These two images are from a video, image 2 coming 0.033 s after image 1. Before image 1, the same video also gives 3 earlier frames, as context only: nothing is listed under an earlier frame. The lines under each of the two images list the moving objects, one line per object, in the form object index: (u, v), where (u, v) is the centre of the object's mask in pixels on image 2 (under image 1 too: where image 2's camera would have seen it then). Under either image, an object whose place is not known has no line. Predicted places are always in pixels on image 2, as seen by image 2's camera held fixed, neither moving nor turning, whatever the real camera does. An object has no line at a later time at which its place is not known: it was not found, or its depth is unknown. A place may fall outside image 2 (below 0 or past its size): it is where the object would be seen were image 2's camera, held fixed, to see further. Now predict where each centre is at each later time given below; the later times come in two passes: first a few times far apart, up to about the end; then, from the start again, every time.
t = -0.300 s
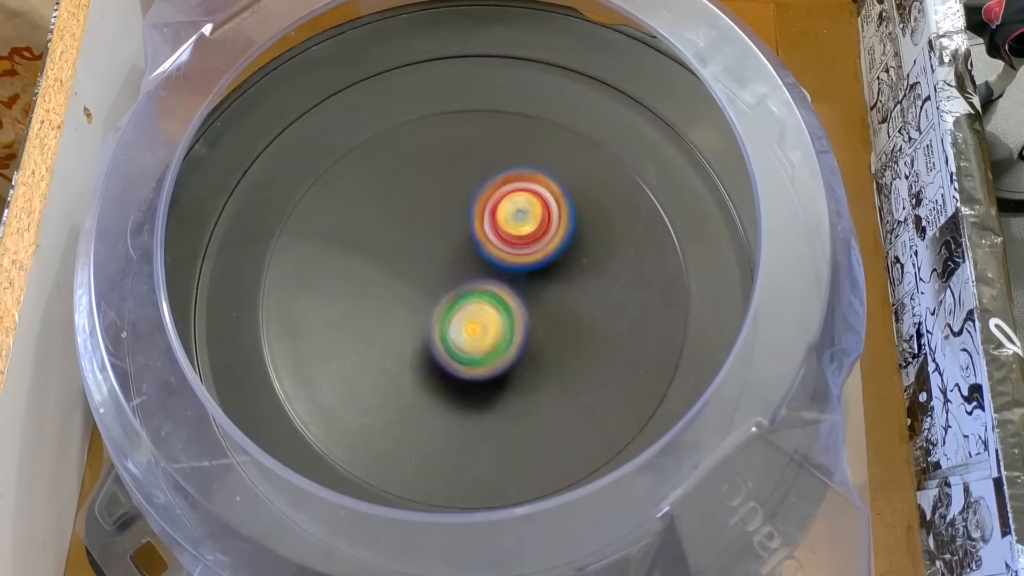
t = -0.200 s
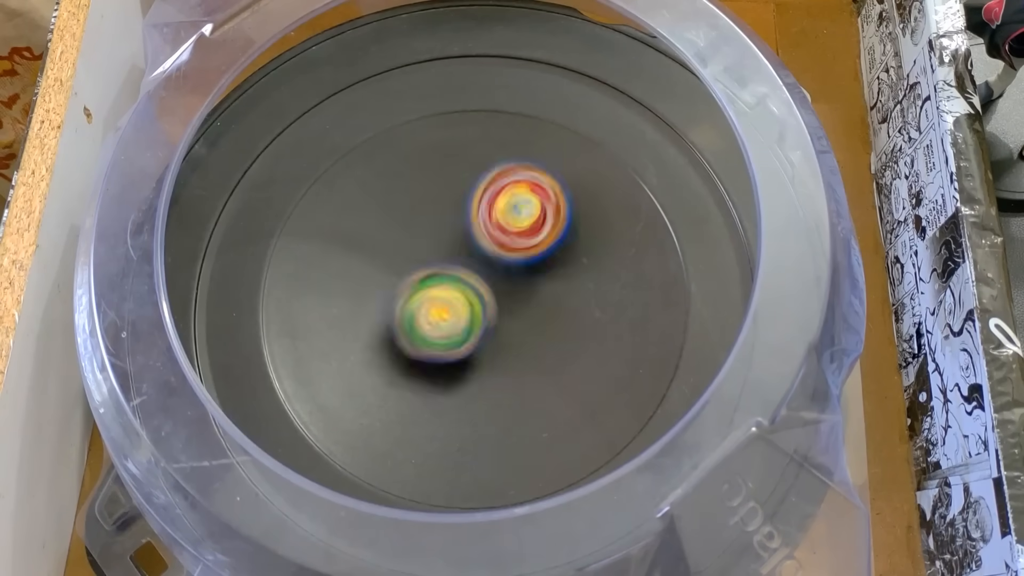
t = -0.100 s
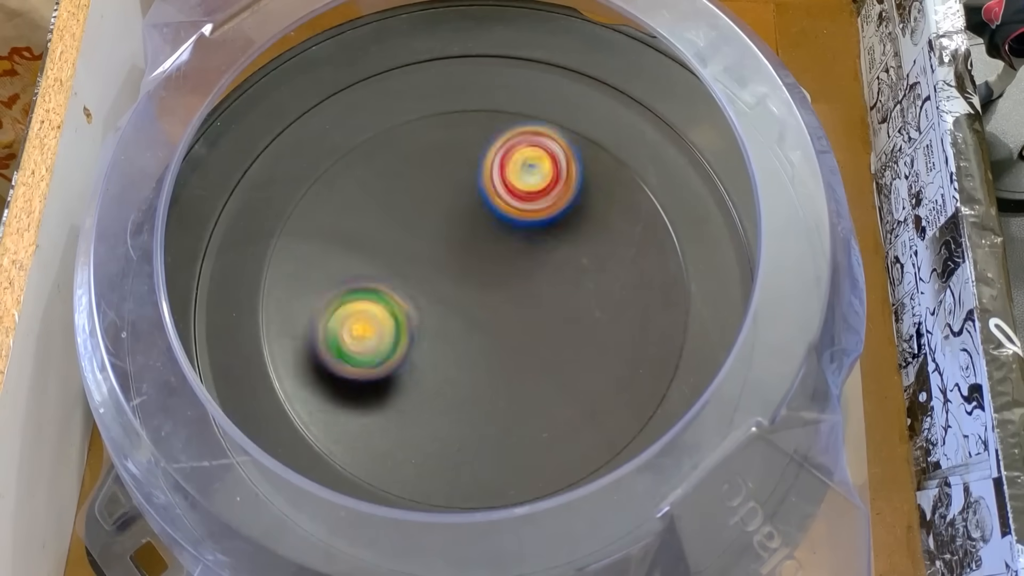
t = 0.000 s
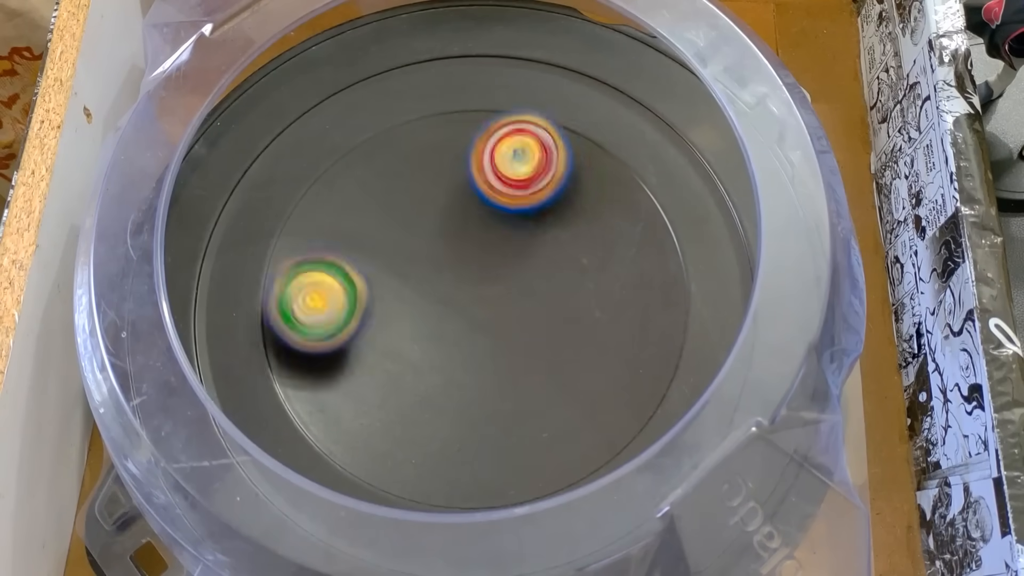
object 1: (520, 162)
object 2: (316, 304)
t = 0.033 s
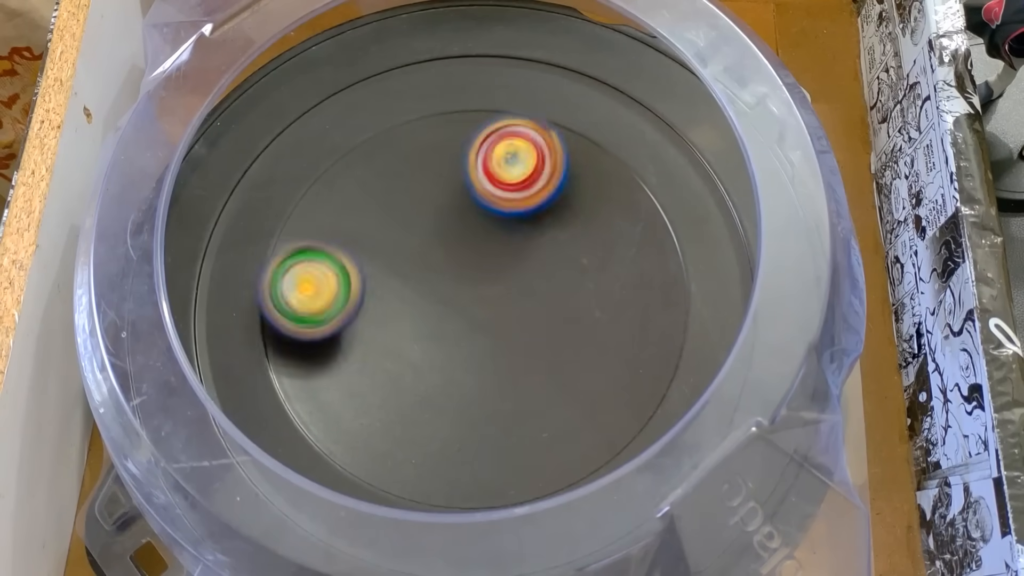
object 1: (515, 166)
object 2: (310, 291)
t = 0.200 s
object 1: (485, 226)
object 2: (321, 255)
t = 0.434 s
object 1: (486, 329)
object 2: (379, 248)
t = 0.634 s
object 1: (517, 389)
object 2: (431, 252)
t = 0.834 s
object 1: (540, 386)
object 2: (511, 273)
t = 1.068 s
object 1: (481, 369)
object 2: (554, 257)
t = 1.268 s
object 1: (417, 344)
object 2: (545, 266)
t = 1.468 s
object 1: (367, 317)
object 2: (521, 280)
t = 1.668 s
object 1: (365, 291)
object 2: (489, 301)
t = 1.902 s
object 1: (395, 265)
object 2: (492, 315)
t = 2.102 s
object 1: (390, 200)
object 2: (548, 375)
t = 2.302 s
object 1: (409, 178)
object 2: (543, 379)
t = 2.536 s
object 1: (469, 224)
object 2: (513, 351)
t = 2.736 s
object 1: (511, 254)
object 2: (453, 334)
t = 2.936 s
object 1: (531, 304)
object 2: (412, 306)
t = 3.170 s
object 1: (515, 355)
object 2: (409, 291)
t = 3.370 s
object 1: (471, 374)
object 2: (418, 284)
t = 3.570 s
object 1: (441, 373)
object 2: (429, 266)
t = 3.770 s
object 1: (432, 343)
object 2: (452, 231)
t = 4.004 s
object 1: (430, 315)
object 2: (469, 210)
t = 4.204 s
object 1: (431, 305)
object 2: (483, 211)
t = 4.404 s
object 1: (446, 307)
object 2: (503, 218)
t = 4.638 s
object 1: (434, 360)
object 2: (560, 199)
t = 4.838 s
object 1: (466, 338)
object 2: (562, 224)
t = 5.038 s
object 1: (460, 317)
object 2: (569, 238)
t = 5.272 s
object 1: (447, 294)
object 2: (557, 271)
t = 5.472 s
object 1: (425, 279)
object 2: (553, 297)
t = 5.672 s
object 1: (439, 285)
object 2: (541, 314)
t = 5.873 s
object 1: (421, 263)
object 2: (584, 354)
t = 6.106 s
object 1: (444, 257)
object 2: (550, 372)
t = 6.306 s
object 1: (457, 258)
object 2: (484, 365)
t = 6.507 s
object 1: (455, 235)
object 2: (449, 365)
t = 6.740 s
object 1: (469, 259)
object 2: (425, 344)
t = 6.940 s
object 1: (485, 275)
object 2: (408, 335)
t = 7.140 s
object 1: (496, 294)
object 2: (400, 320)
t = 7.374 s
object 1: (504, 312)
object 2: (402, 286)
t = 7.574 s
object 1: (493, 317)
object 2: (434, 251)
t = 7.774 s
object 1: (493, 316)
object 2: (451, 238)
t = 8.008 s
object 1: (494, 317)
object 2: (451, 240)
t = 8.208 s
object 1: (495, 317)
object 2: (446, 238)
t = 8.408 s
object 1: (495, 317)
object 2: (446, 238)
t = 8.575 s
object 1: (495, 317)
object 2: (446, 238)
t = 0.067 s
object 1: (509, 171)
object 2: (308, 279)
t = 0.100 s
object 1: (501, 182)
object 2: (309, 270)
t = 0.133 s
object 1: (496, 196)
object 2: (311, 264)
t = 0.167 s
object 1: (492, 210)
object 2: (314, 259)
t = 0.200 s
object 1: (485, 226)
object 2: (321, 255)
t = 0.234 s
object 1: (481, 243)
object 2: (326, 252)
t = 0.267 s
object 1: (479, 260)
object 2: (334, 249)
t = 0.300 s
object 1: (479, 275)
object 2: (344, 249)
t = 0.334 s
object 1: (479, 290)
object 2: (353, 248)
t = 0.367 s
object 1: (481, 305)
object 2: (362, 247)
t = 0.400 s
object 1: (484, 318)
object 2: (371, 248)
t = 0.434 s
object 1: (486, 329)
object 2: (379, 248)
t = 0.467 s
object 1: (489, 342)
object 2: (387, 248)
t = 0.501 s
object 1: (495, 354)
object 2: (394, 249)
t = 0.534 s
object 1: (500, 361)
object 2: (401, 249)
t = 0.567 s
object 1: (504, 370)
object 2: (409, 249)
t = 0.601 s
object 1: (510, 381)
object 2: (419, 251)
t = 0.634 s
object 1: (517, 389)
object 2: (431, 252)
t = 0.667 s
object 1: (523, 392)
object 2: (445, 254)
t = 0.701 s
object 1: (528, 398)
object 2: (459, 258)
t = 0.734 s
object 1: (535, 401)
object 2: (474, 261)
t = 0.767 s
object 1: (540, 398)
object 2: (487, 264)
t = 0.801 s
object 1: (540, 392)
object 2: (499, 269)
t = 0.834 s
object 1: (540, 386)
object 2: (511, 273)
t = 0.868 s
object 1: (538, 377)
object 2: (522, 276)
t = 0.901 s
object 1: (530, 378)
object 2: (531, 267)
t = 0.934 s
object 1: (521, 380)
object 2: (539, 261)
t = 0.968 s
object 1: (514, 377)
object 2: (546, 258)
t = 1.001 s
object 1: (501, 374)
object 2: (550, 257)
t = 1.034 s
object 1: (490, 375)
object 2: (553, 257)
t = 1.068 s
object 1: (481, 369)
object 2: (554, 257)
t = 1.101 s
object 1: (468, 364)
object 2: (555, 258)
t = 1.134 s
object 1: (456, 363)
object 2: (555, 260)
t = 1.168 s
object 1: (448, 358)
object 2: (553, 261)
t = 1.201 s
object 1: (435, 352)
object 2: (551, 263)
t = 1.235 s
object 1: (423, 350)
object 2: (548, 265)
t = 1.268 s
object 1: (417, 344)
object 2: (545, 266)
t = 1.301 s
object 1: (404, 339)
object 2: (541, 268)
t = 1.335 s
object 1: (394, 337)
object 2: (537, 270)
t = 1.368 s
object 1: (388, 330)
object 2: (534, 272)
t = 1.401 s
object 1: (377, 326)
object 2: (529, 275)
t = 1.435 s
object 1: (371, 323)
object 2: (526, 277)
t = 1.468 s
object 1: (367, 317)
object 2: (521, 280)
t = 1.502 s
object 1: (361, 314)
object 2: (515, 283)
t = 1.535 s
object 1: (362, 311)
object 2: (507, 286)
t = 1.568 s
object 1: (363, 305)
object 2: (499, 291)
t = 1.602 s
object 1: (364, 302)
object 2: (491, 295)
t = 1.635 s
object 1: (371, 298)
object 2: (483, 299)
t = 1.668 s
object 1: (365, 291)
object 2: (489, 301)
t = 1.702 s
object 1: (364, 289)
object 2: (494, 302)
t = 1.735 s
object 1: (367, 284)
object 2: (498, 303)
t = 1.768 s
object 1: (367, 278)
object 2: (497, 304)
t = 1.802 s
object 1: (372, 276)
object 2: (495, 308)
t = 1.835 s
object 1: (379, 271)
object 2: (494, 310)
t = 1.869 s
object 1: (384, 267)
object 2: (494, 313)
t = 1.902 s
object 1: (395, 265)
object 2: (492, 315)
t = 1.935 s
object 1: (403, 259)
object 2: (492, 318)
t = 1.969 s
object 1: (396, 242)
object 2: (512, 332)
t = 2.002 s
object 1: (394, 228)
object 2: (528, 346)
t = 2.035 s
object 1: (390, 218)
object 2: (539, 357)
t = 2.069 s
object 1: (391, 210)
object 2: (545, 369)
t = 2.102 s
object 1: (390, 200)
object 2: (548, 375)
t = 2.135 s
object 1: (391, 195)
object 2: (551, 381)
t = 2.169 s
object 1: (394, 187)
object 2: (552, 382)
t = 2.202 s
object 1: (394, 183)
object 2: (551, 382)
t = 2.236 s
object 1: (399, 178)
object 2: (548, 382)
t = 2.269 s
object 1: (402, 176)
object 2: (547, 381)
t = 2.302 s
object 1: (409, 178)
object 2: (543, 379)
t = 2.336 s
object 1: (416, 178)
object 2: (542, 377)
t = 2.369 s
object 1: (424, 184)
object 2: (538, 375)
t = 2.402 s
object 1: (433, 189)
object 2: (536, 371)
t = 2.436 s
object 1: (442, 197)
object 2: (531, 369)
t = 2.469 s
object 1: (452, 205)
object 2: (527, 364)
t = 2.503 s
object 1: (459, 213)
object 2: (521, 360)
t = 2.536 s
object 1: (469, 224)
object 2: (513, 351)
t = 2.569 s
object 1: (476, 233)
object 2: (504, 339)
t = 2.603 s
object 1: (484, 240)
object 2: (494, 331)
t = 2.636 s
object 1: (493, 237)
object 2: (484, 336)
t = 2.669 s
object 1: (498, 241)
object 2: (473, 340)
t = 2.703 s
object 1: (506, 245)
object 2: (464, 339)
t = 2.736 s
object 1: (511, 254)
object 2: (453, 334)
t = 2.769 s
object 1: (518, 260)
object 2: (443, 329)
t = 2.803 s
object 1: (522, 270)
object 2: (435, 324)
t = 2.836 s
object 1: (526, 277)
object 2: (428, 320)
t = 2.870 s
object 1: (528, 287)
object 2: (420, 313)
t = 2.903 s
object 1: (531, 294)
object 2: (417, 311)
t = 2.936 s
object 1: (531, 304)
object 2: (412, 306)
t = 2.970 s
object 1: (532, 311)
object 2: (409, 305)
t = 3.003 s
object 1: (530, 320)
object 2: (409, 302)
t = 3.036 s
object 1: (530, 327)
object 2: (409, 300)
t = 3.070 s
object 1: (526, 336)
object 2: (408, 297)
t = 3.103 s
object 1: (525, 342)
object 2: (408, 296)
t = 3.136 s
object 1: (518, 350)
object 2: (408, 293)
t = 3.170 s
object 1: (515, 355)
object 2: (409, 291)
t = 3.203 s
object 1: (506, 361)
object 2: (409, 290)
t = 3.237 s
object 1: (502, 365)
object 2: (410, 289)
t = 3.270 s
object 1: (492, 369)
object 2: (412, 288)
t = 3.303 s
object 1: (486, 372)
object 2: (414, 287)
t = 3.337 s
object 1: (476, 373)
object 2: (416, 286)
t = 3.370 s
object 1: (471, 374)
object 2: (418, 284)
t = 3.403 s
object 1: (462, 378)
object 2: (416, 279)
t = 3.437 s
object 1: (460, 379)
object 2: (417, 278)
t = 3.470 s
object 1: (452, 380)
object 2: (421, 275)
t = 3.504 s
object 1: (449, 379)
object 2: (424, 272)
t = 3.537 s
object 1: (442, 377)
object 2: (428, 269)
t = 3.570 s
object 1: (441, 373)
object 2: (429, 266)
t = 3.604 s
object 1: (436, 367)
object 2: (432, 264)
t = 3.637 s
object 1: (435, 363)
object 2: (434, 257)
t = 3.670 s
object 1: (432, 362)
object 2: (440, 247)
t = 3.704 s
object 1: (433, 356)
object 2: (445, 240)
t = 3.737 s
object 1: (430, 351)
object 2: (450, 234)
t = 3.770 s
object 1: (432, 343)
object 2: (452, 231)
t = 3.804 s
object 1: (430, 336)
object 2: (456, 229)
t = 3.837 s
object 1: (431, 327)
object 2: (459, 225)
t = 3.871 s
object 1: (428, 329)
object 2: (463, 216)
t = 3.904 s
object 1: (427, 325)
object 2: (464, 211)
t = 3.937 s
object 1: (427, 325)
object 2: (465, 211)
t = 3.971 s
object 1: (428, 318)
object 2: (468, 210)
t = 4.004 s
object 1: (430, 315)
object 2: (469, 210)
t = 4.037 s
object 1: (430, 307)
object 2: (472, 211)
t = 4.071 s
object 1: (431, 307)
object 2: (476, 208)
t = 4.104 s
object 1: (428, 305)
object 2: (479, 206)
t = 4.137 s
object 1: (429, 306)
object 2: (480, 206)
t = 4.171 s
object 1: (428, 306)
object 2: (482, 208)
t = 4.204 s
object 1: (431, 305)
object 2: (483, 211)
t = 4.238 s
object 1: (433, 305)
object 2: (486, 214)
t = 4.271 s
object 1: (434, 304)
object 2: (491, 210)
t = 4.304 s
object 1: (436, 307)
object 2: (493, 210)
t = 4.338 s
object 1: (439, 306)
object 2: (496, 212)
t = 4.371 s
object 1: (444, 309)
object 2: (498, 215)
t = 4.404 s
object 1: (446, 307)
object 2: (503, 218)
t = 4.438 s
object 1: (441, 317)
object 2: (516, 204)
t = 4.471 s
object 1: (435, 330)
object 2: (531, 194)
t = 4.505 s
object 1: (431, 336)
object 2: (542, 190)
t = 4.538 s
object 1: (433, 342)
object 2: (549, 190)
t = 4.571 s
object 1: (431, 349)
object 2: (556, 192)
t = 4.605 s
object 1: (433, 352)
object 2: (557, 195)
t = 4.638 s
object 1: (434, 360)
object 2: (560, 199)
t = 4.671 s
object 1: (438, 359)
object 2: (560, 202)
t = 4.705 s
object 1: (445, 359)
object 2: (560, 207)
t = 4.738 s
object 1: (450, 356)
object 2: (562, 211)
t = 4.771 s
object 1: (457, 350)
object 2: (562, 216)
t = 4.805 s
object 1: (464, 346)
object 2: (563, 220)
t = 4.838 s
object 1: (466, 338)
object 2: (562, 224)
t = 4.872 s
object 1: (473, 330)
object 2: (563, 229)
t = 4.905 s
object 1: (476, 325)
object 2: (562, 236)
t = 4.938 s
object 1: (477, 318)
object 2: (558, 243)
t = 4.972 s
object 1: (470, 322)
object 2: (565, 238)
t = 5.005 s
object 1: (462, 322)
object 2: (570, 237)
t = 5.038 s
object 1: (460, 317)
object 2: (569, 238)
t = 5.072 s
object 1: (460, 319)
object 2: (566, 242)
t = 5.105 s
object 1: (456, 313)
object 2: (565, 248)
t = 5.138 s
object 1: (456, 309)
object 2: (563, 253)
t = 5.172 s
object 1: (454, 307)
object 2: (560, 259)
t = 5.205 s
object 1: (451, 301)
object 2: (559, 264)
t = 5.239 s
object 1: (452, 296)
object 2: (556, 268)
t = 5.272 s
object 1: (447, 294)
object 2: (557, 271)
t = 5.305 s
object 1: (445, 288)
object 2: (553, 276)
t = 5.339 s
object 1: (443, 286)
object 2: (556, 281)
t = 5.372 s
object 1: (434, 284)
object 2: (555, 285)
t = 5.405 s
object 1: (431, 280)
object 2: (554, 290)
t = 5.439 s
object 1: (430, 281)
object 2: (553, 293)
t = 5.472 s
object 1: (425, 279)
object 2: (553, 297)
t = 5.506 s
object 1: (424, 278)
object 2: (552, 299)
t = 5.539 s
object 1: (426, 280)
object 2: (550, 302)
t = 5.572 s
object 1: (426, 281)
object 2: (548, 306)
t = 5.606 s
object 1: (429, 281)
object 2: (546, 308)
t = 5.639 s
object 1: (435, 284)
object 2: (544, 311)
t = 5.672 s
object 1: (439, 285)
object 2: (541, 314)
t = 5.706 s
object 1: (443, 283)
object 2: (542, 316)
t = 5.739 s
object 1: (433, 276)
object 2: (562, 325)
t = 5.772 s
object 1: (426, 270)
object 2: (574, 336)
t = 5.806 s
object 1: (423, 264)
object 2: (583, 344)
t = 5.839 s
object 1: (424, 264)
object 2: (584, 349)
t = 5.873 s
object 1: (421, 263)
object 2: (584, 354)
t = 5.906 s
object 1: (420, 259)
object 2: (579, 359)
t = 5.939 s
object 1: (424, 255)
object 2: (575, 362)
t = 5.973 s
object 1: (426, 256)
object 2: (571, 363)
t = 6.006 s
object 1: (428, 253)
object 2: (565, 365)
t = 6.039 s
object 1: (435, 252)
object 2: (560, 368)
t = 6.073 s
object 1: (442, 254)
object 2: (555, 371)
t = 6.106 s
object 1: (444, 257)
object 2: (550, 372)
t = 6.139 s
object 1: (448, 258)
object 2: (541, 371)
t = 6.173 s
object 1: (454, 262)
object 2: (529, 368)
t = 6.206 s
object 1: (457, 268)
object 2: (514, 364)
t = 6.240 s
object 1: (456, 270)
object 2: (499, 361)
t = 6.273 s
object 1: (457, 267)
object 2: (489, 358)
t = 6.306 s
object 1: (457, 258)
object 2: (484, 365)
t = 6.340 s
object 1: (457, 246)
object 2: (476, 369)
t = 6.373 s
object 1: (457, 239)
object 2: (467, 372)
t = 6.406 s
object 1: (458, 238)
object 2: (463, 374)
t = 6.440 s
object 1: (456, 238)
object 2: (458, 370)
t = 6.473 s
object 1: (454, 238)
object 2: (453, 367)
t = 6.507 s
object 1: (455, 235)
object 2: (449, 365)
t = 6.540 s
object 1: (457, 239)
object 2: (444, 364)
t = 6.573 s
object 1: (457, 242)
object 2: (442, 362)
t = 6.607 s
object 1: (459, 246)
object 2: (440, 357)
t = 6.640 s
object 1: (463, 250)
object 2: (436, 352)
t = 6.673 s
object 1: (465, 256)
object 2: (432, 350)
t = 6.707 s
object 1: (466, 261)
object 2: (429, 348)
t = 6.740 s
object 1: (469, 259)
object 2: (425, 344)
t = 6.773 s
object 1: (476, 259)
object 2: (419, 347)
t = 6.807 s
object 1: (482, 264)
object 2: (415, 344)
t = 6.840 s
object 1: (484, 268)
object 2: (412, 339)
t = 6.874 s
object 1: (483, 270)
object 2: (410, 338)
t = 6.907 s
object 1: (484, 272)
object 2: (409, 337)
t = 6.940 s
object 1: (485, 275)
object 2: (408, 335)
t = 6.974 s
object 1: (489, 277)
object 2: (404, 334)
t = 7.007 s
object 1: (495, 278)
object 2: (397, 334)
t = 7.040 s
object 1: (497, 281)
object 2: (393, 336)
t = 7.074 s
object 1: (499, 285)
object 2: (395, 333)
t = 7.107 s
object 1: (497, 291)
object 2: (399, 326)
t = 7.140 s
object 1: (496, 294)
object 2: (400, 320)
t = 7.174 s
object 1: (500, 298)
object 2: (392, 315)
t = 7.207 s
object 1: (501, 302)
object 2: (388, 311)
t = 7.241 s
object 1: (499, 304)
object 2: (393, 308)
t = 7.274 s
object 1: (498, 306)
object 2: (398, 303)
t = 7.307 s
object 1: (499, 308)
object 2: (400, 299)
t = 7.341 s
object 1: (503, 311)
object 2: (397, 292)
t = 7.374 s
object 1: (504, 312)
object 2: (402, 286)
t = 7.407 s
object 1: (501, 313)
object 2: (409, 281)
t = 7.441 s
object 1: (497, 313)
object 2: (413, 275)
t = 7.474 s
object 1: (495, 314)
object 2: (419, 267)
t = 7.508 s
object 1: (495, 316)
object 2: (424, 260)
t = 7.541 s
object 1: (494, 317)
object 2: (429, 255)
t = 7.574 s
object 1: (493, 317)
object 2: (434, 251)
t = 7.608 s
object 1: (493, 317)
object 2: (437, 248)
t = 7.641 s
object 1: (493, 316)
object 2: (441, 245)
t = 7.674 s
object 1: (493, 316)
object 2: (445, 243)
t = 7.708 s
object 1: (493, 316)
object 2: (447, 242)
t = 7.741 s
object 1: (493, 316)
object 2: (449, 239)
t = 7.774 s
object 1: (493, 316)
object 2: (451, 238)
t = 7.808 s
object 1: (493, 316)
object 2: (452, 238)
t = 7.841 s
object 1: (493, 316)
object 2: (452, 238)
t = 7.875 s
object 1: (493, 316)
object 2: (451, 240)
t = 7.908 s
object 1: (493, 316)
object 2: (450, 241)
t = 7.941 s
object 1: (493, 317)
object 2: (449, 239)
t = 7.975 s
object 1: (494, 317)
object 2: (450, 239)
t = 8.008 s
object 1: (494, 317)
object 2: (451, 240)
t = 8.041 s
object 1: (494, 317)
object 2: (450, 240)
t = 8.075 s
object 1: (494, 317)
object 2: (448, 240)
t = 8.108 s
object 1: (494, 317)
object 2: (446, 239)
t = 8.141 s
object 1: (495, 317)
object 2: (444, 238)
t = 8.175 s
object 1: (494, 317)
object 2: (445, 238)
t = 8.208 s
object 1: (495, 317)
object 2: (446, 238)
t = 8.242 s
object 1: (495, 317)
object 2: (446, 238)
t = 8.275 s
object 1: (495, 317)
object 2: (446, 238)
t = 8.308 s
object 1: (495, 317)
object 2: (446, 238)
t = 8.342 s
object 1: (495, 317)
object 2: (446, 238)
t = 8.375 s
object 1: (495, 317)
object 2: (446, 238)
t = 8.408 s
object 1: (495, 317)
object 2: (446, 238)
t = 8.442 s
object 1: (495, 317)
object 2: (446, 238)
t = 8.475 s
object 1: (495, 317)
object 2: (446, 238)
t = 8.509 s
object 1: (495, 317)
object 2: (446, 238)
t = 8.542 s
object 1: (495, 317)
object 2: (446, 238)
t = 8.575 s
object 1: (495, 317)
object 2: (446, 238)
